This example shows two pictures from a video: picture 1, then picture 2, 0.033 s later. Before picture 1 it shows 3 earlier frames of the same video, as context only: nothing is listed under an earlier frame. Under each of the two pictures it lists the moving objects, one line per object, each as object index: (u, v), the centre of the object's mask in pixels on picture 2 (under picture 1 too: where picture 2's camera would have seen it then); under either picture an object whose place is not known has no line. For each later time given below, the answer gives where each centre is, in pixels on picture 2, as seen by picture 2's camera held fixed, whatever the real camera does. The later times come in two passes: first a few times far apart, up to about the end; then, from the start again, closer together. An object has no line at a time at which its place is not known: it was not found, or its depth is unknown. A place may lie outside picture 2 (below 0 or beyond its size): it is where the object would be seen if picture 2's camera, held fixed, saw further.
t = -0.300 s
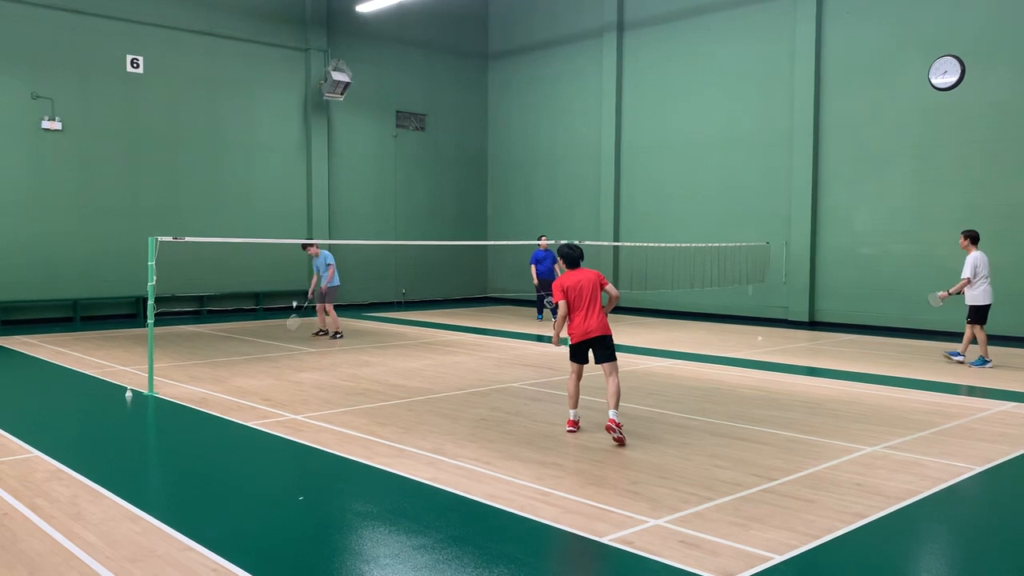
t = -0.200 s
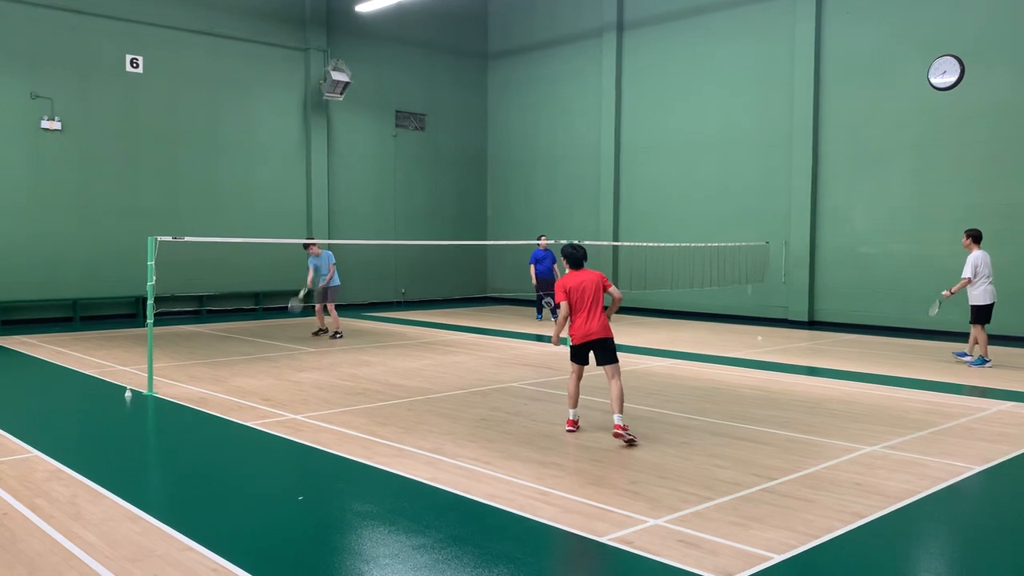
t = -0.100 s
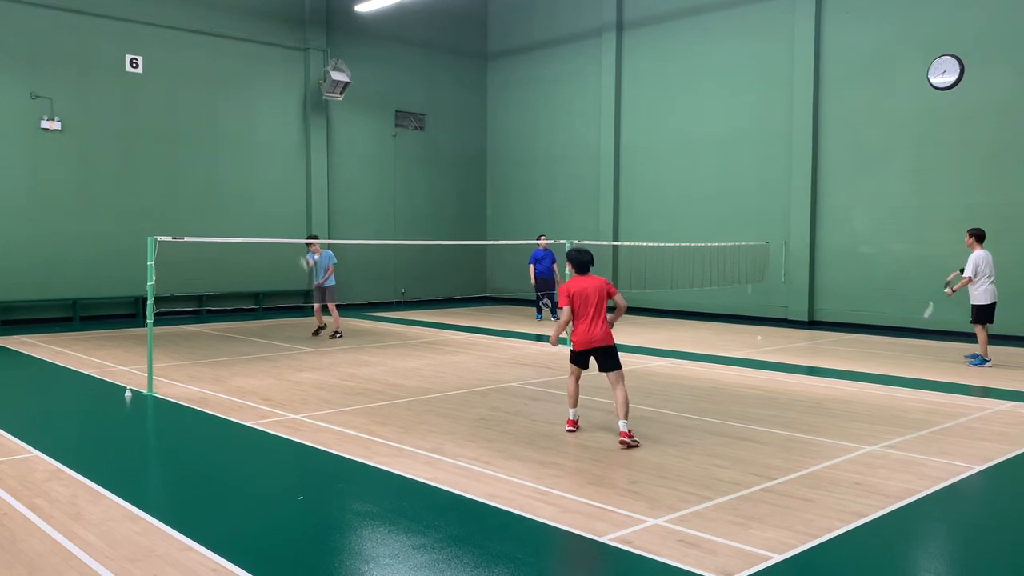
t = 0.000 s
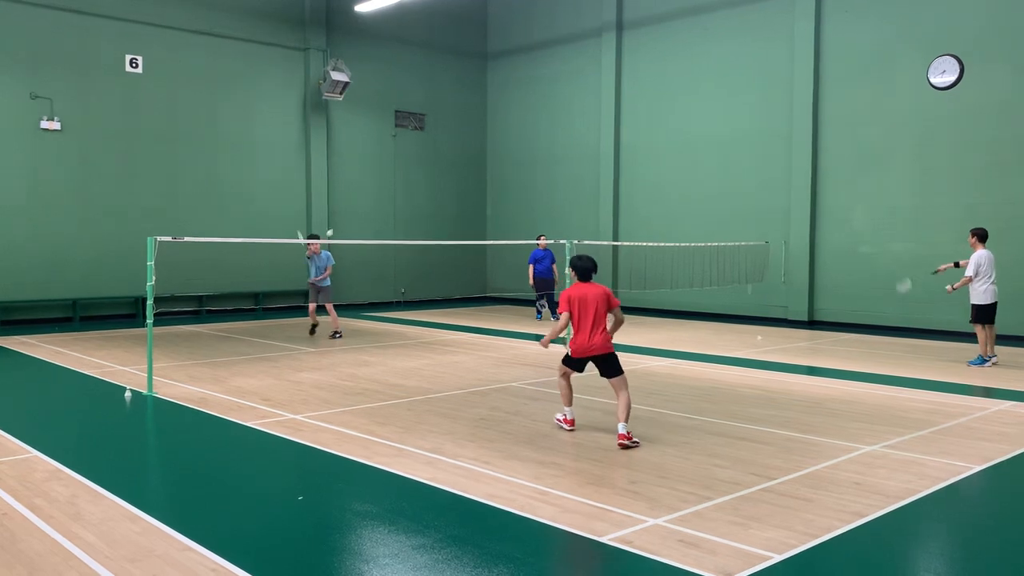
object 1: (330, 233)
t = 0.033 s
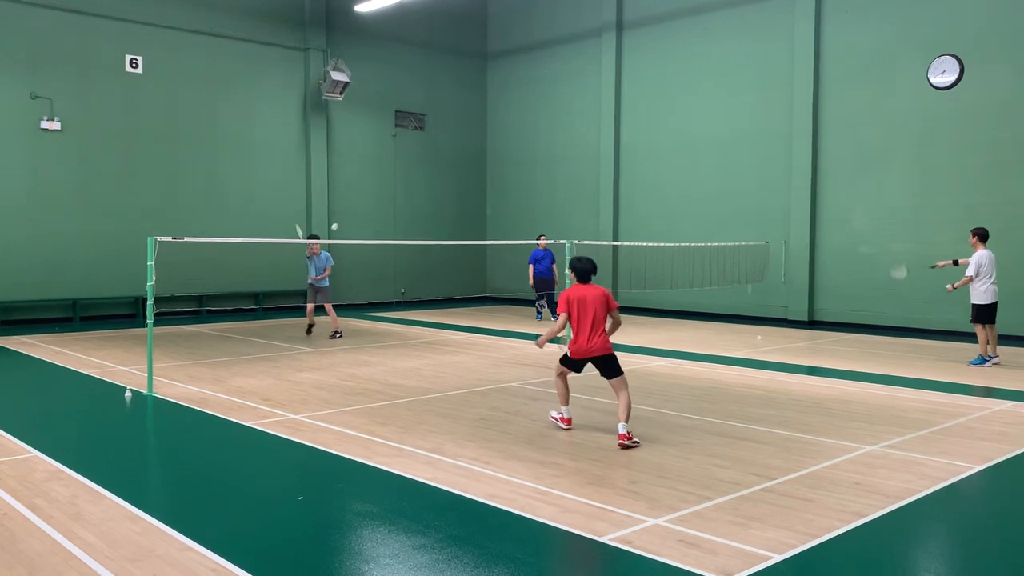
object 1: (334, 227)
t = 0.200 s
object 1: (353, 209)
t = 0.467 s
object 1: (380, 229)
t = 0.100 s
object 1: (342, 217)
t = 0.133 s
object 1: (346, 213)
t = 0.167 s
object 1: (350, 211)
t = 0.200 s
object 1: (353, 209)
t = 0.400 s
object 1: (374, 218)
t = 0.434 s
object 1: (377, 223)
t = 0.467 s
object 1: (380, 229)
